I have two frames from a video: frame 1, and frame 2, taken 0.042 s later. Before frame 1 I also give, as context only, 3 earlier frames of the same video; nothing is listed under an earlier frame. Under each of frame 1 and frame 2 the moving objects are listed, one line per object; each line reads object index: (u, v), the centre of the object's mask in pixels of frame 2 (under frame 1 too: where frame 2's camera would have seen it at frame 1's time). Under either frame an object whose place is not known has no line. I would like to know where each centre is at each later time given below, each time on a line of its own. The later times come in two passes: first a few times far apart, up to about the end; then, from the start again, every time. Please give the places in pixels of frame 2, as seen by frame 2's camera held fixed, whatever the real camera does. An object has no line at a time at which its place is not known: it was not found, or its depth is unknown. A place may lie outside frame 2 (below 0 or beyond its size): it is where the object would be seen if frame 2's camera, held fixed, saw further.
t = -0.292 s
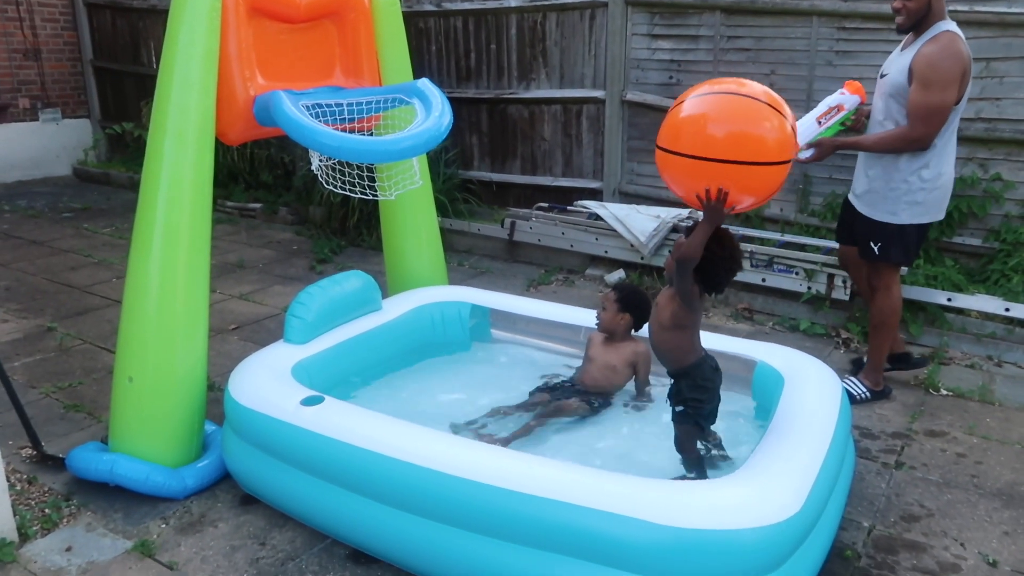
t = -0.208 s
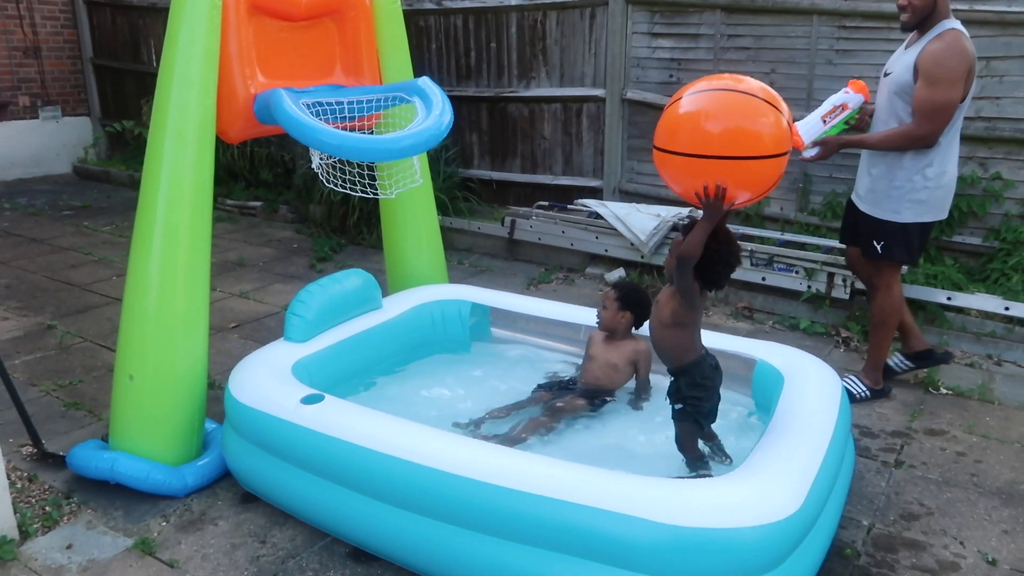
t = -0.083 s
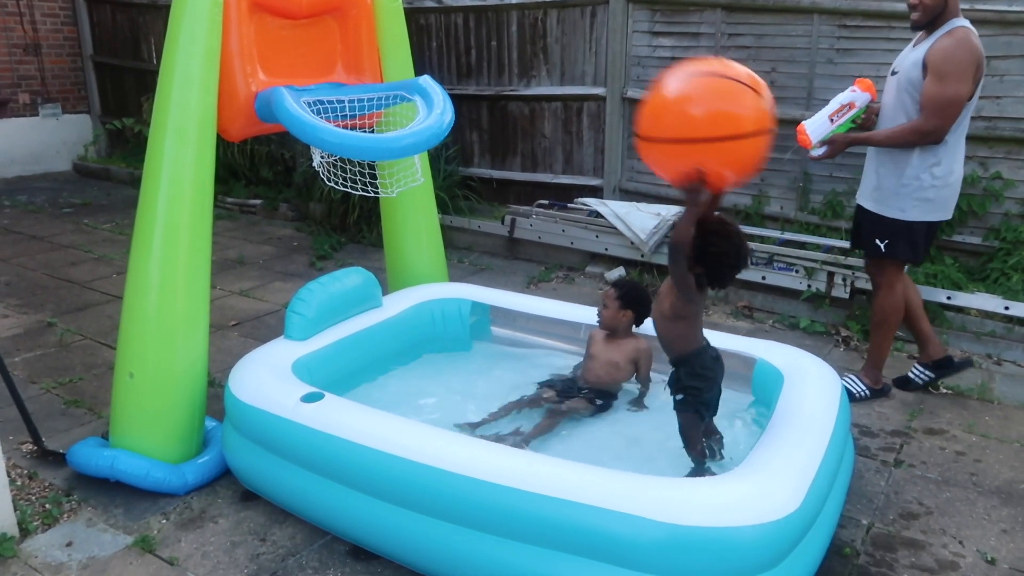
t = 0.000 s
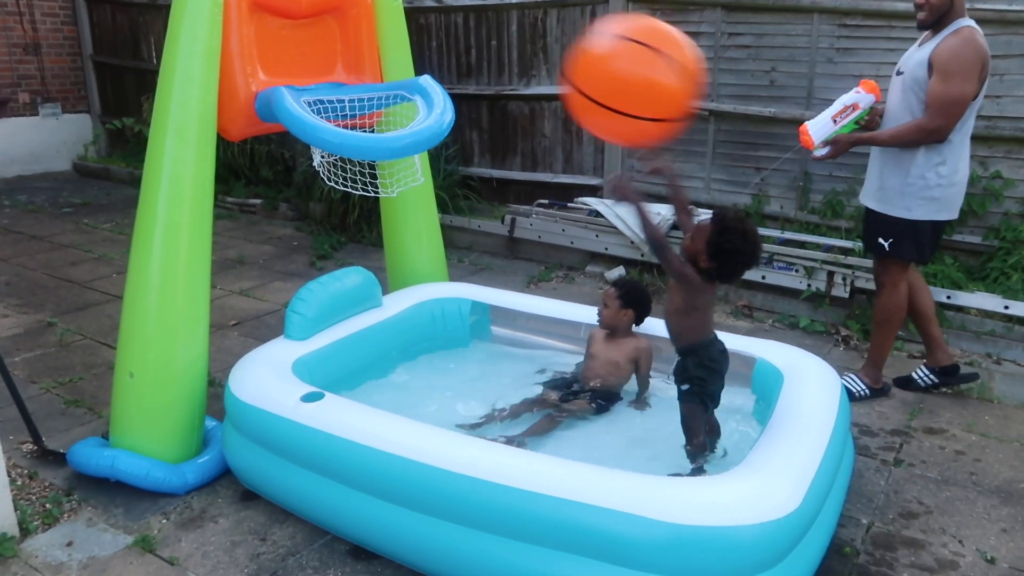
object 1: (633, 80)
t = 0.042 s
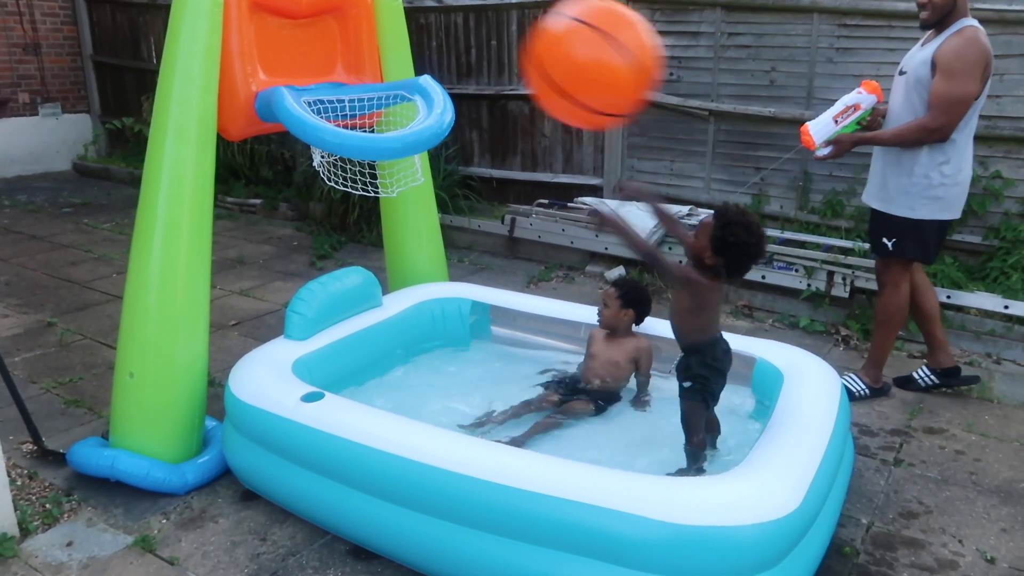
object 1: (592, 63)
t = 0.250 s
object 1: (405, 45)
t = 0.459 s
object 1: (243, 90)
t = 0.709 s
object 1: (147, 216)
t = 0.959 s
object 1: (93, 496)
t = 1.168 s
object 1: (47, 426)
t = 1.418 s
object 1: (18, 404)
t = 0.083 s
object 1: (552, 54)
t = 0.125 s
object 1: (513, 49)
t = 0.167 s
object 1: (477, 45)
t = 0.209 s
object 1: (444, 44)
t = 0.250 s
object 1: (405, 45)
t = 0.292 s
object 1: (371, 47)
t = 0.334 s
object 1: (333, 53)
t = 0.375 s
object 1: (303, 64)
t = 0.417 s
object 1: (272, 80)
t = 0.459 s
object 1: (243, 90)
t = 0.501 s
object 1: (214, 104)
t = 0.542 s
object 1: (195, 121)
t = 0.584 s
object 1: (183, 139)
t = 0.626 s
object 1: (171, 161)
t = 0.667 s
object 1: (158, 186)
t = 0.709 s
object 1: (147, 216)
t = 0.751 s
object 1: (135, 251)
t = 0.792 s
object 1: (125, 292)
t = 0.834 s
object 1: (116, 336)
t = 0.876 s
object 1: (108, 382)
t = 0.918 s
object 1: (101, 439)
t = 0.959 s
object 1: (93, 496)
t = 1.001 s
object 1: (85, 510)
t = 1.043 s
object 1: (71, 483)
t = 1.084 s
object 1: (61, 462)
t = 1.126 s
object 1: (54, 443)
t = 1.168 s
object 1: (47, 426)
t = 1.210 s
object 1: (41, 412)
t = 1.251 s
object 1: (36, 402)
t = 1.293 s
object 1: (32, 396)
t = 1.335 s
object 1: (27, 393)
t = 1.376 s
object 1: (22, 396)
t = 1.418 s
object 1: (18, 404)
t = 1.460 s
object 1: (14, 416)
